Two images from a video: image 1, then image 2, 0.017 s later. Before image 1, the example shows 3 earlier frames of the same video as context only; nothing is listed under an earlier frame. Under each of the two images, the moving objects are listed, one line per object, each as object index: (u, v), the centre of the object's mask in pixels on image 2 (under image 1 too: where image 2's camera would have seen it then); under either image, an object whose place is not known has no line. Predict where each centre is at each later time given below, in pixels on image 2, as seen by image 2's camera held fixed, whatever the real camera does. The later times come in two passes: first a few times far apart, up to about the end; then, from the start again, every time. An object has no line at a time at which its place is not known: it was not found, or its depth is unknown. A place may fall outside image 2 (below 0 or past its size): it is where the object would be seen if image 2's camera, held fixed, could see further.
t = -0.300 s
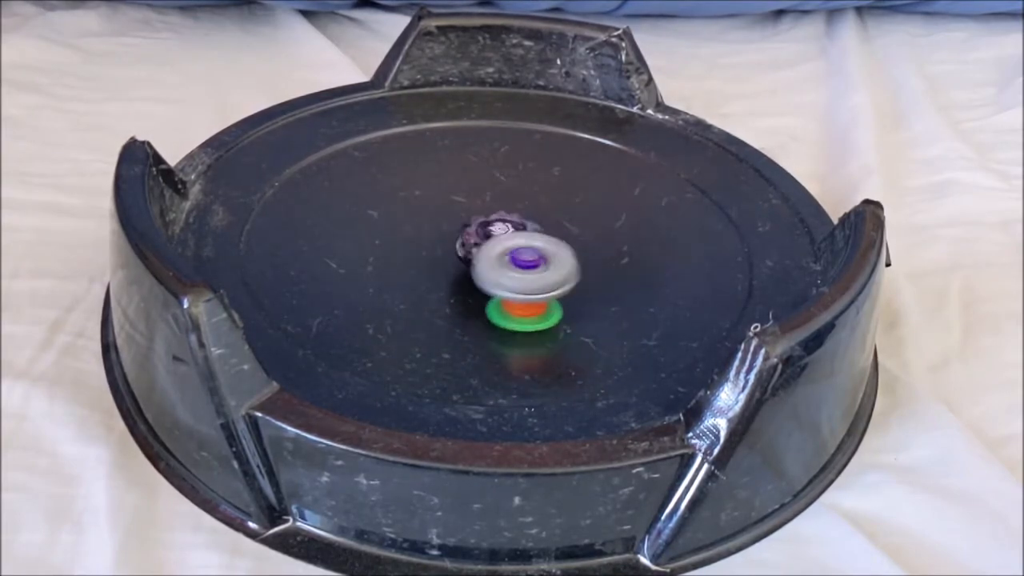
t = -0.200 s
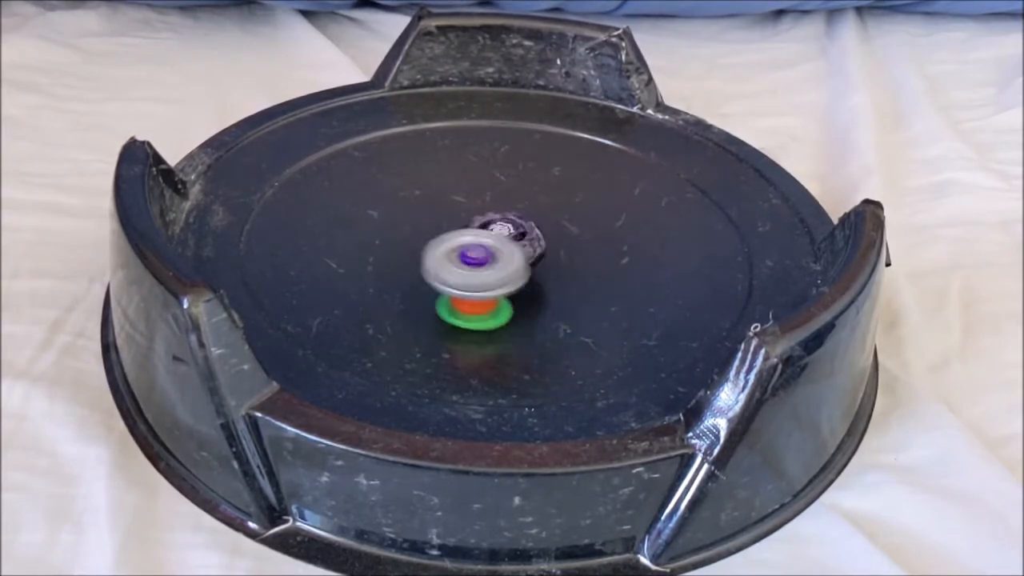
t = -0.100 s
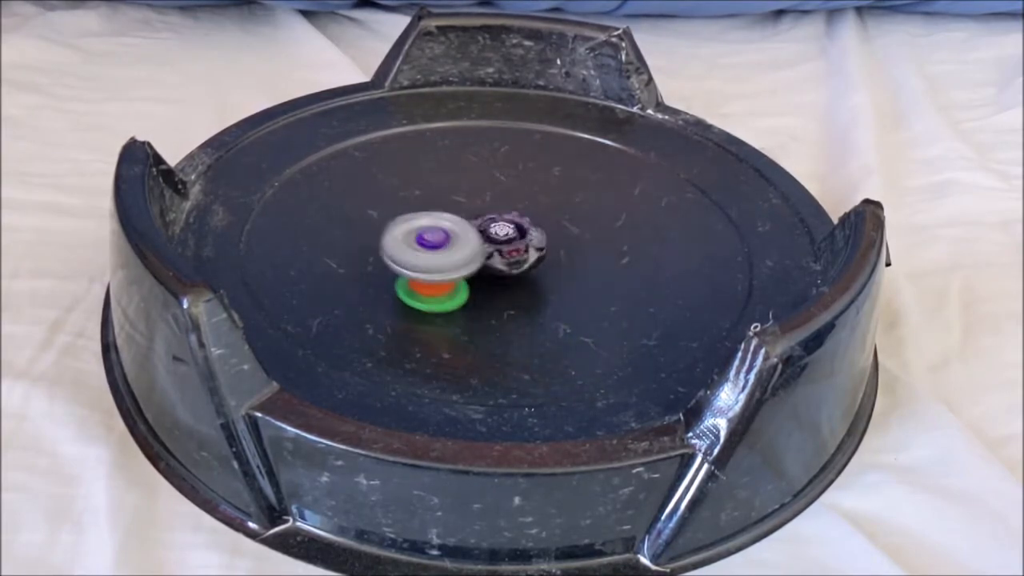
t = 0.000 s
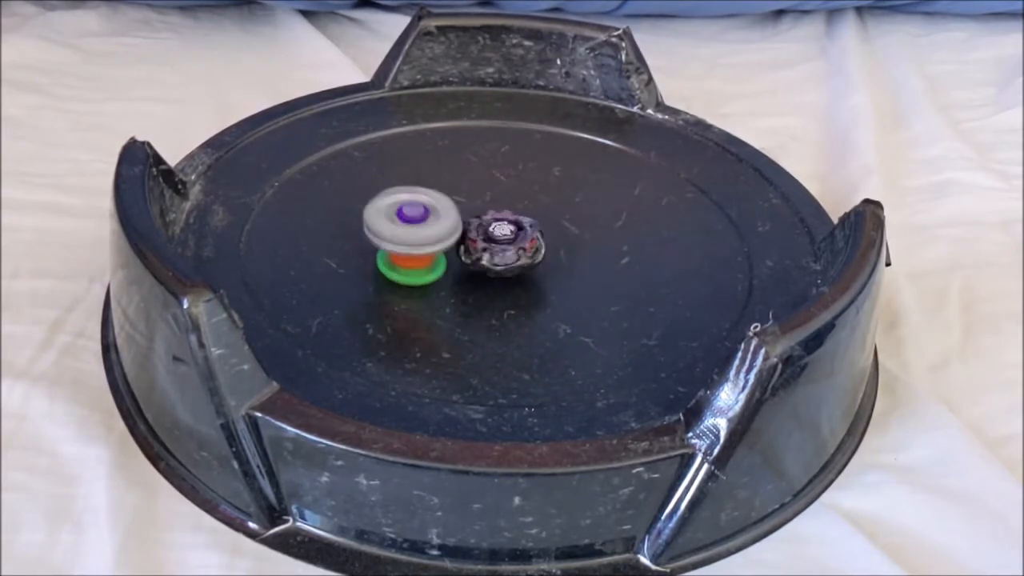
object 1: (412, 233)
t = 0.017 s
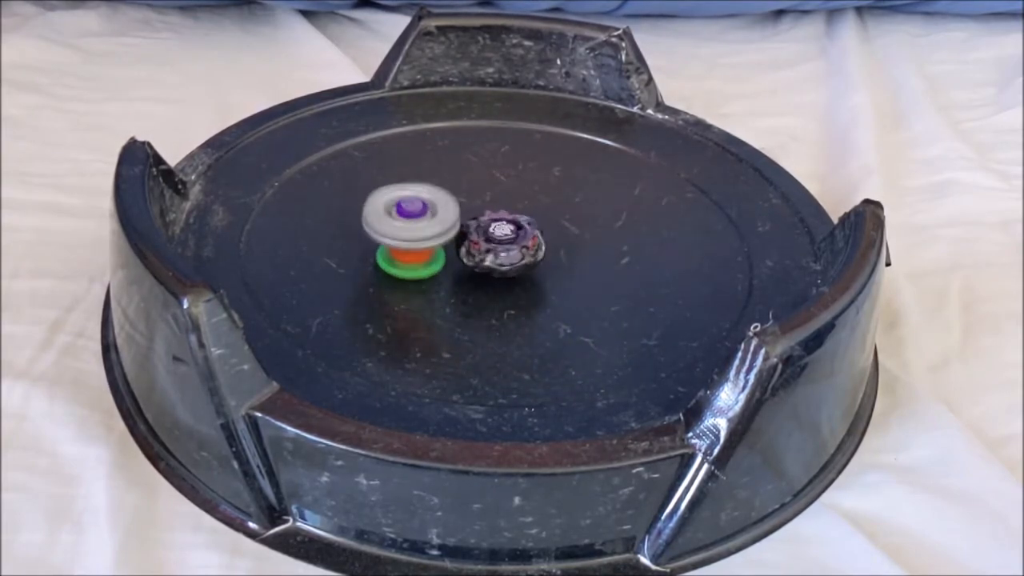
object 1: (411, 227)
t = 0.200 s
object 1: (438, 185)
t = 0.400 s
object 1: (523, 176)
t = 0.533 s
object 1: (572, 200)
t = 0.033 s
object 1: (410, 223)
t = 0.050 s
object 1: (410, 219)
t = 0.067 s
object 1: (411, 214)
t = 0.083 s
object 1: (412, 209)
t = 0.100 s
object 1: (414, 206)
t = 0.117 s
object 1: (417, 202)
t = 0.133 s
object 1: (420, 197)
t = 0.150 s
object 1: (424, 195)
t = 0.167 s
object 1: (429, 191)
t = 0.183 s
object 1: (433, 187)
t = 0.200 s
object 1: (438, 185)
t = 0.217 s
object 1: (444, 182)
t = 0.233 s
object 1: (450, 179)
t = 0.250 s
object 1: (456, 177)
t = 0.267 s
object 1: (464, 176)
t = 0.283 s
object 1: (471, 173)
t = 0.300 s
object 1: (478, 173)
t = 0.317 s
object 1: (485, 173)
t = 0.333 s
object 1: (493, 172)
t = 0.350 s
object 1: (501, 173)
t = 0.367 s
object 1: (508, 174)
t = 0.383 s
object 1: (516, 174)
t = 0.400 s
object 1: (523, 176)
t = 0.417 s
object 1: (530, 178)
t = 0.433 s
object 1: (538, 180)
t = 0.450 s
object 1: (544, 183)
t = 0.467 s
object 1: (551, 186)
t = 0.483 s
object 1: (557, 189)
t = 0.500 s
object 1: (562, 193)
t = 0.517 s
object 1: (567, 197)
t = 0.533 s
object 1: (572, 200)
